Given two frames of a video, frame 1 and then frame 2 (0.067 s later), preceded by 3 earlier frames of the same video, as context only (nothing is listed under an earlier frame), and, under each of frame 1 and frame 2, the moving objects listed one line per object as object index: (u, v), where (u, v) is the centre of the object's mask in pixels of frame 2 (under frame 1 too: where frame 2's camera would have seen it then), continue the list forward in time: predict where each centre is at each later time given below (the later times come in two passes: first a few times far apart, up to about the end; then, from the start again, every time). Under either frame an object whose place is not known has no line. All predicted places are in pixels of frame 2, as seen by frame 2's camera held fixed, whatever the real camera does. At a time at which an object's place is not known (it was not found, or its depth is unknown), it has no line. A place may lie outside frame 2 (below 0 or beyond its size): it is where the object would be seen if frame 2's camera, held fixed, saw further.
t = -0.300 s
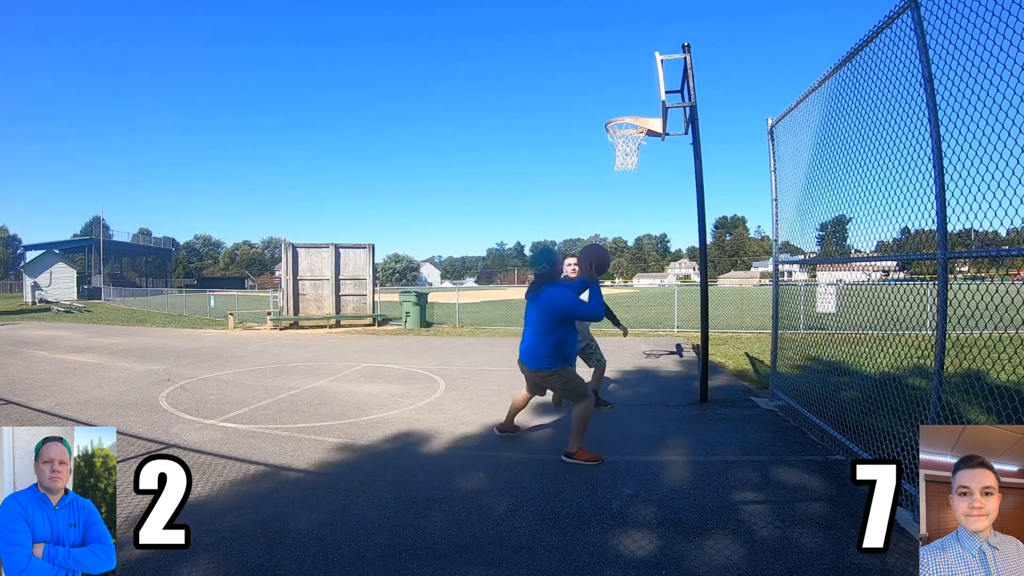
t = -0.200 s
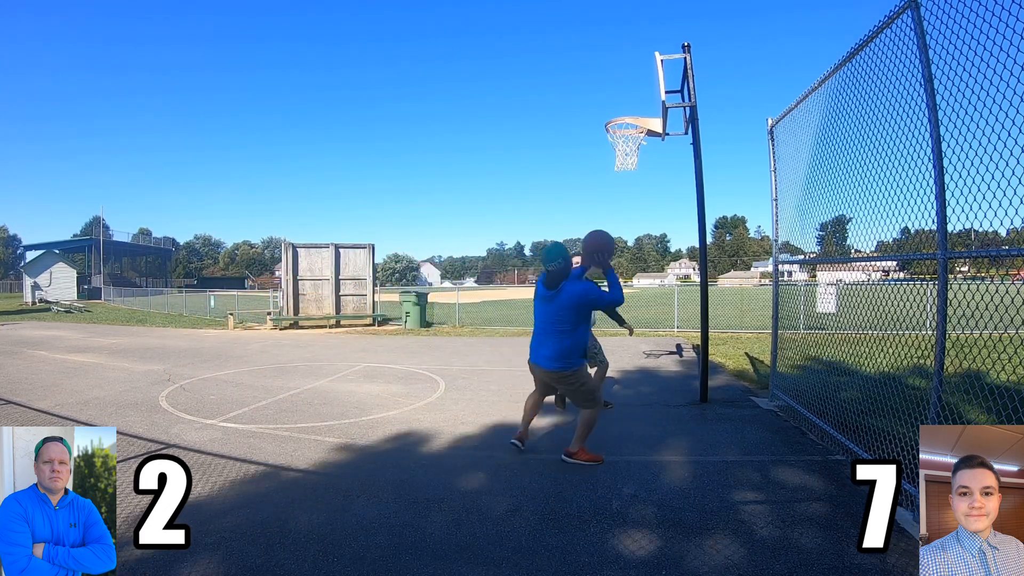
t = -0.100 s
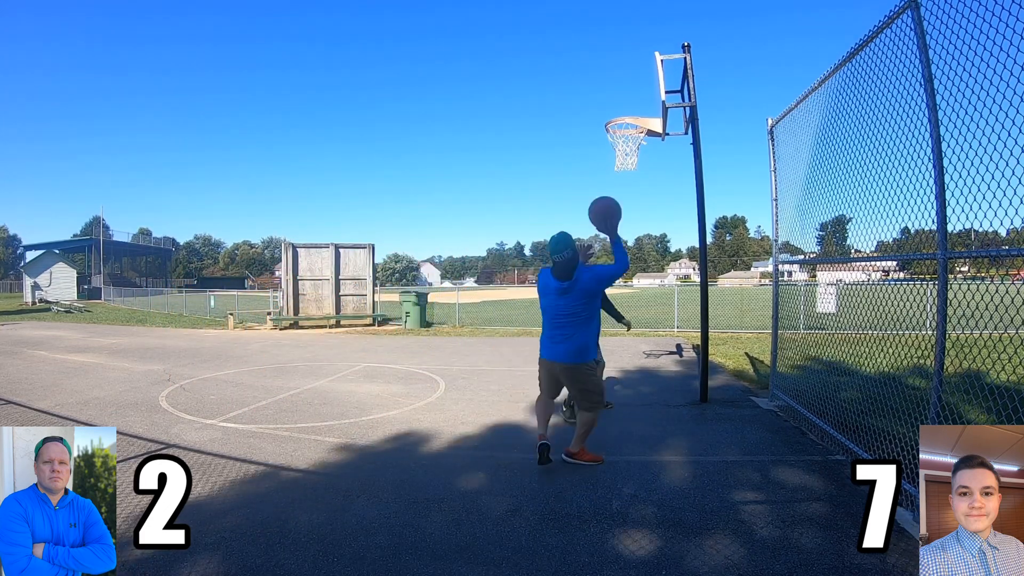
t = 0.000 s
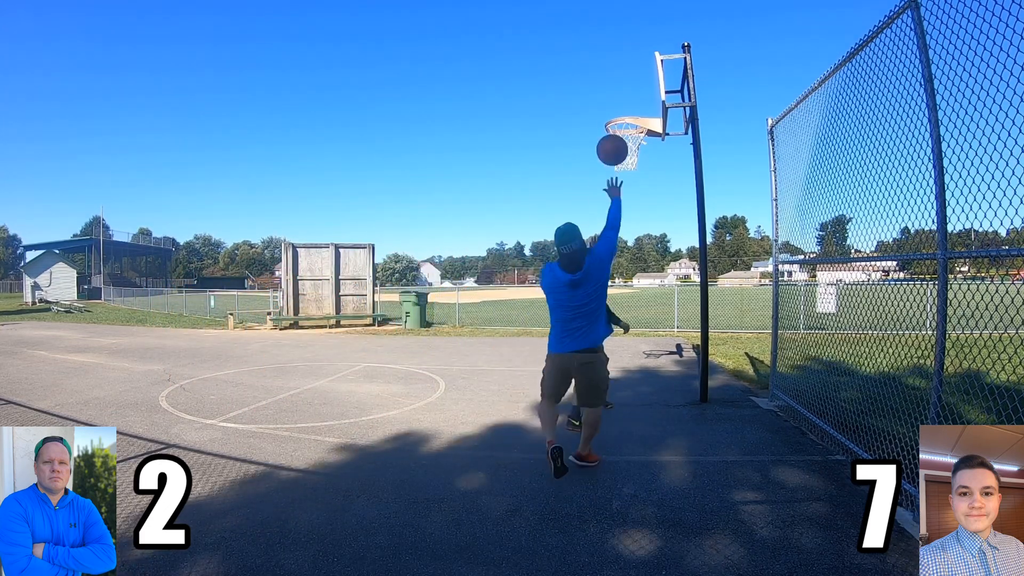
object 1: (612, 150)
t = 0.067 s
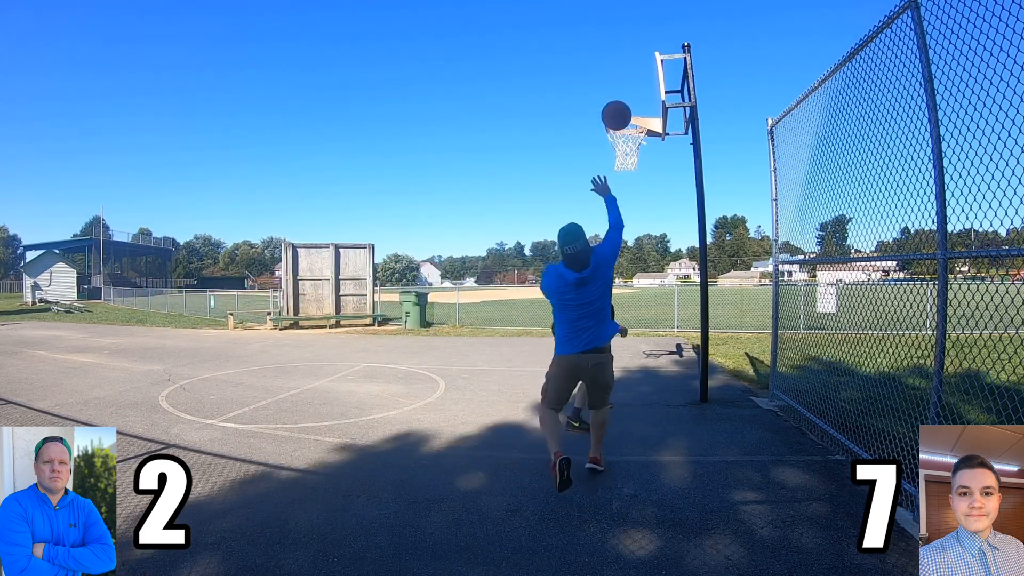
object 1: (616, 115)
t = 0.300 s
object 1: (629, 54)
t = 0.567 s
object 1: (644, 58)
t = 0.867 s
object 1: (635, 112)
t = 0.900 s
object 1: (630, 113)
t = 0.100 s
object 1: (618, 102)
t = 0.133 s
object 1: (620, 90)
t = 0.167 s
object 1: (622, 79)
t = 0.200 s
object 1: (624, 71)
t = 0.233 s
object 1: (626, 64)
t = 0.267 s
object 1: (627, 58)
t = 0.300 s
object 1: (629, 54)
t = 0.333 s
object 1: (631, 50)
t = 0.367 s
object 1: (633, 49)
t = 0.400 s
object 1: (635, 48)
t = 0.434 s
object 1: (637, 48)
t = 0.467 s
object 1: (638, 49)
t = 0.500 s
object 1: (640, 51)
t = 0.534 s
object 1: (642, 54)
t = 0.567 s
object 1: (644, 58)
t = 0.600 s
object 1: (645, 62)
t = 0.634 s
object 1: (643, 67)
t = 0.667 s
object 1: (643, 73)
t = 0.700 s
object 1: (642, 79)
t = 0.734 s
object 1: (641, 86)
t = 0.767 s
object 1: (641, 94)
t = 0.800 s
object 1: (640, 103)
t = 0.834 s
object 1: (640, 110)
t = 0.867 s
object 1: (635, 112)
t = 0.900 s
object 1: (630, 113)
